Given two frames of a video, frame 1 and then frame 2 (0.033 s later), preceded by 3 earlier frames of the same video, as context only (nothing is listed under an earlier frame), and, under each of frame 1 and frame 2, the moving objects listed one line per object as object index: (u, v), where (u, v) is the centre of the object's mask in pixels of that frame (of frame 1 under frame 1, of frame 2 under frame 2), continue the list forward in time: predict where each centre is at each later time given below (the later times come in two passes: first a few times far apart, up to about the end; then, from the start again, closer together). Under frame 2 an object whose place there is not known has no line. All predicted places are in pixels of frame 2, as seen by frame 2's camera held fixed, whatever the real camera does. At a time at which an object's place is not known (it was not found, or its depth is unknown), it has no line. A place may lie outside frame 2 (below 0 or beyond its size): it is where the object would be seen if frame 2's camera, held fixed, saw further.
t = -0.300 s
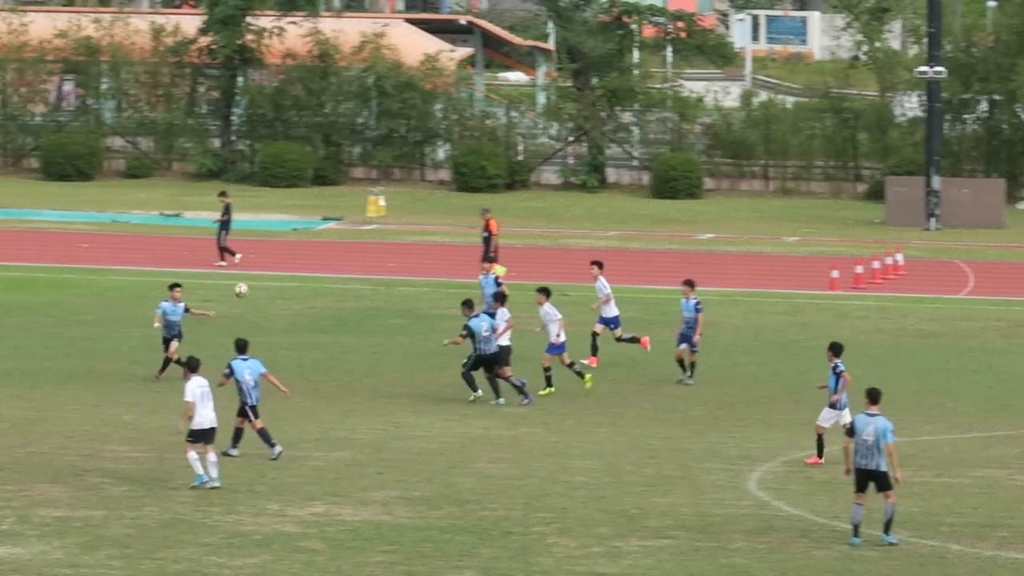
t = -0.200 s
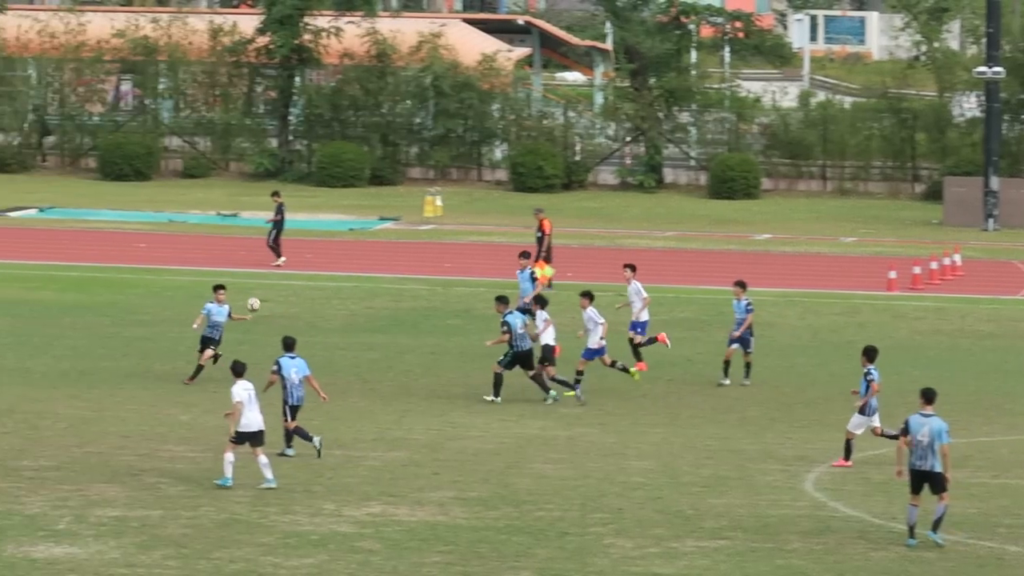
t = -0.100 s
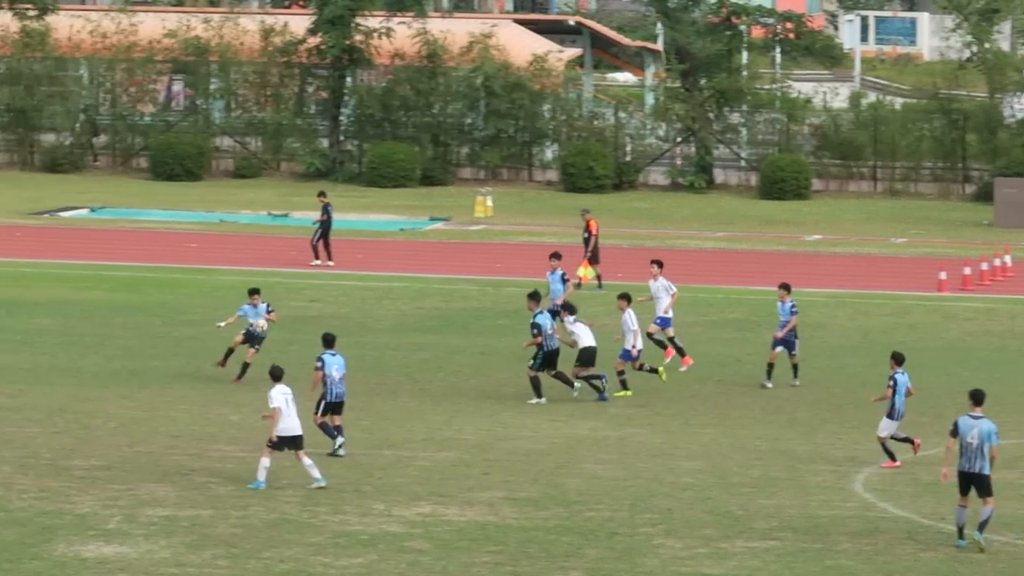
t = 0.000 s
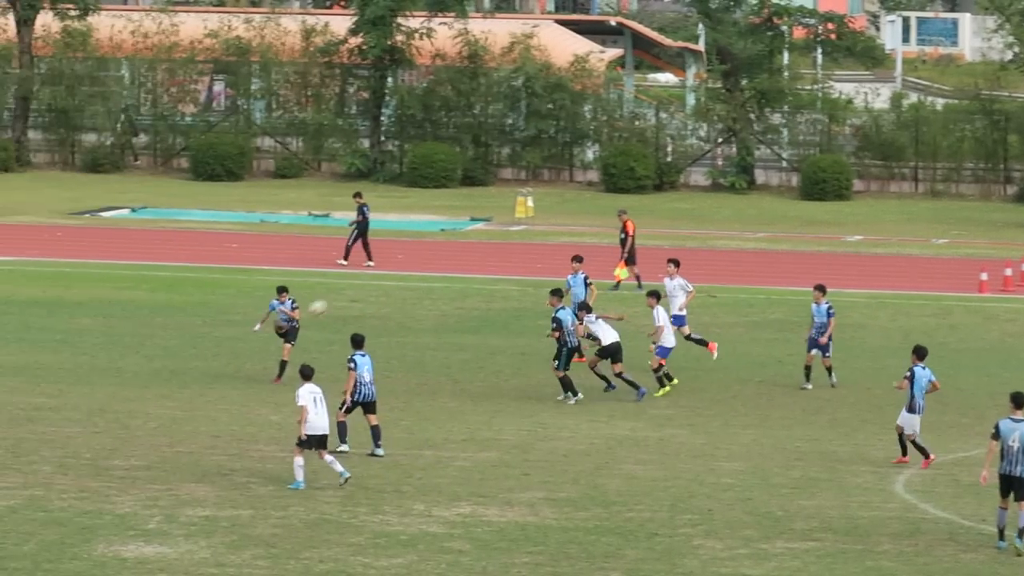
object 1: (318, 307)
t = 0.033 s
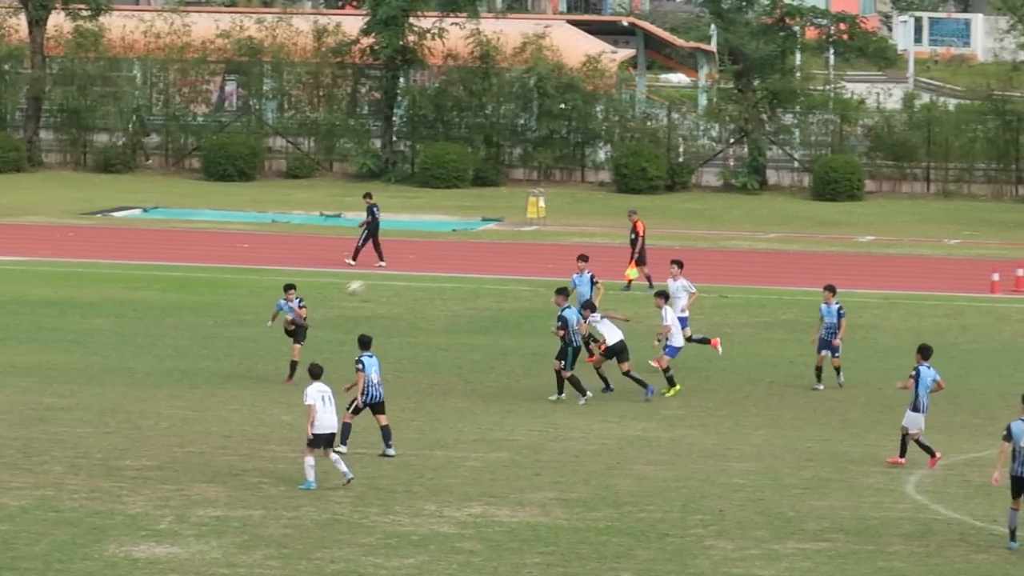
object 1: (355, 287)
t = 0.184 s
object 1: (476, 208)
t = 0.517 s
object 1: (739, 98)
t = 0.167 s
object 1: (463, 215)
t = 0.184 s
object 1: (476, 208)
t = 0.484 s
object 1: (713, 106)
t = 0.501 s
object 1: (726, 102)
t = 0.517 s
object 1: (739, 98)
